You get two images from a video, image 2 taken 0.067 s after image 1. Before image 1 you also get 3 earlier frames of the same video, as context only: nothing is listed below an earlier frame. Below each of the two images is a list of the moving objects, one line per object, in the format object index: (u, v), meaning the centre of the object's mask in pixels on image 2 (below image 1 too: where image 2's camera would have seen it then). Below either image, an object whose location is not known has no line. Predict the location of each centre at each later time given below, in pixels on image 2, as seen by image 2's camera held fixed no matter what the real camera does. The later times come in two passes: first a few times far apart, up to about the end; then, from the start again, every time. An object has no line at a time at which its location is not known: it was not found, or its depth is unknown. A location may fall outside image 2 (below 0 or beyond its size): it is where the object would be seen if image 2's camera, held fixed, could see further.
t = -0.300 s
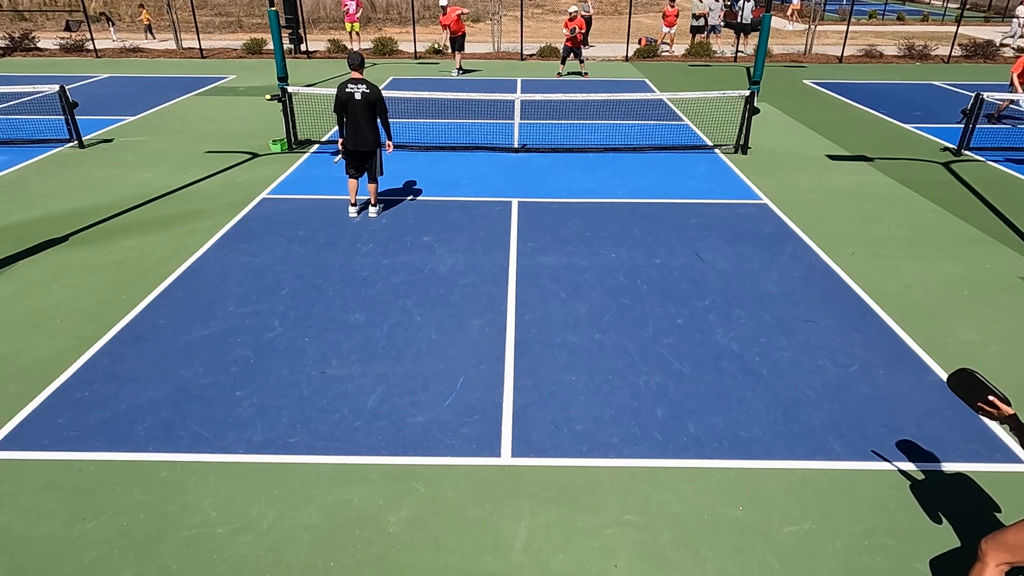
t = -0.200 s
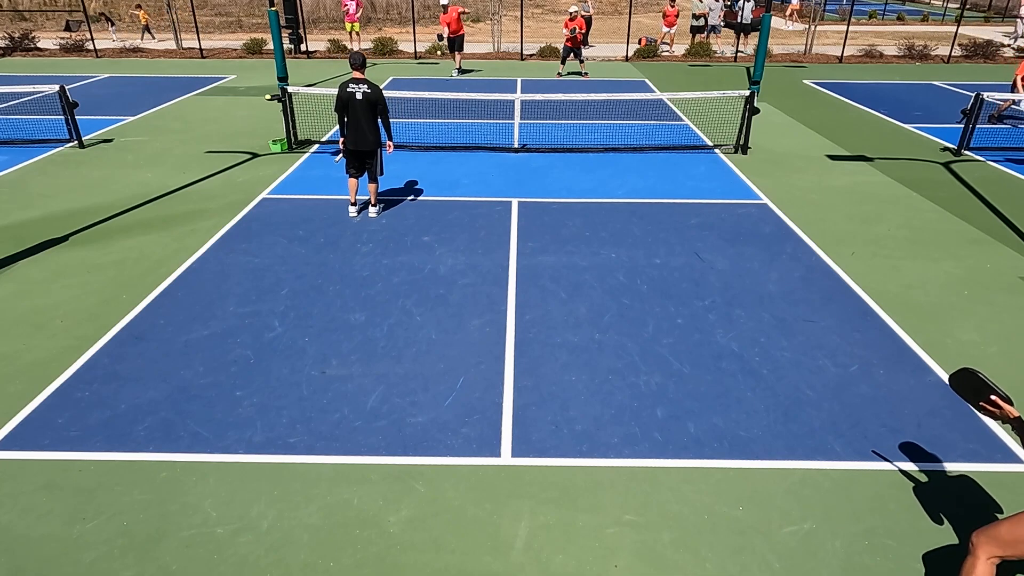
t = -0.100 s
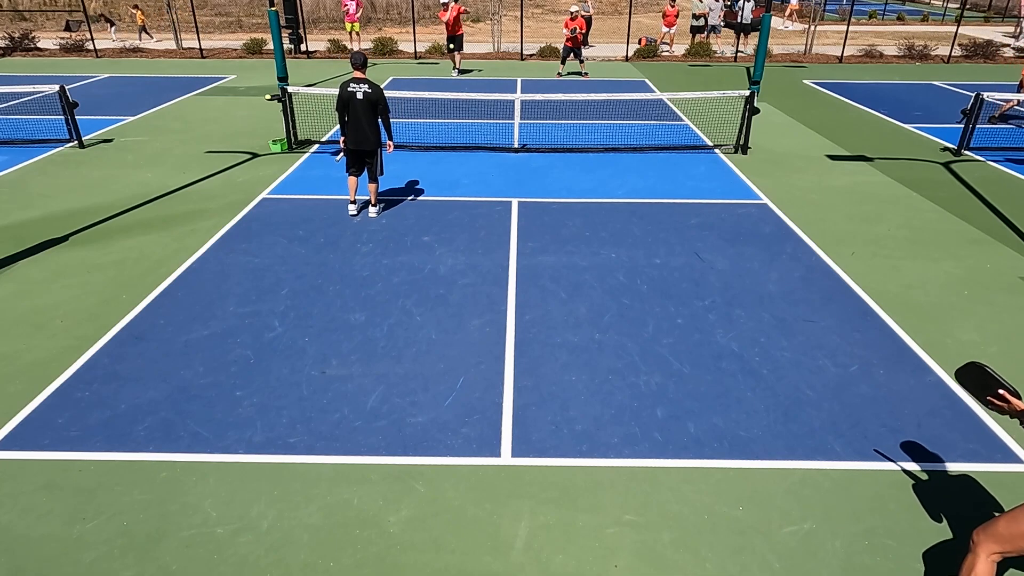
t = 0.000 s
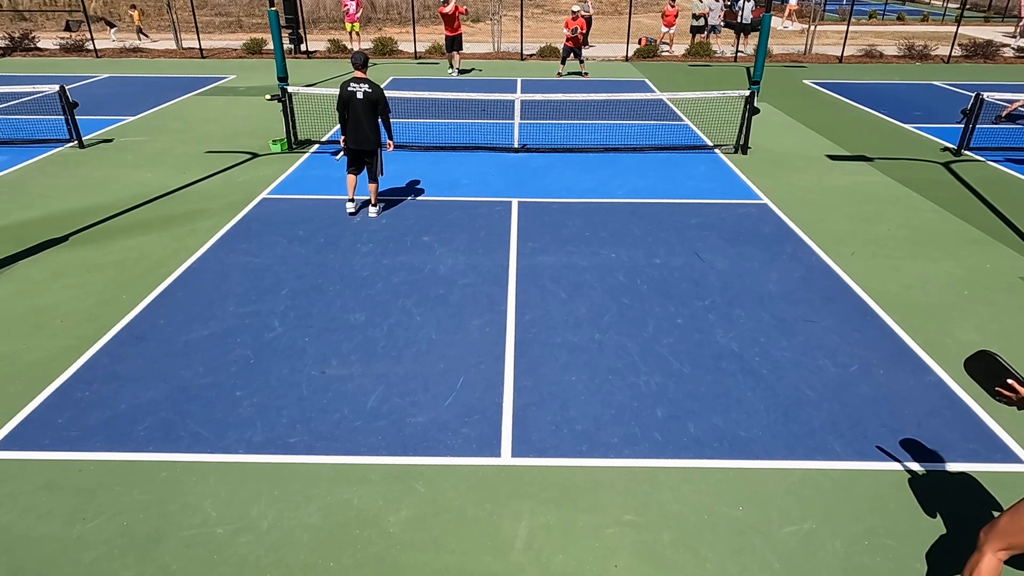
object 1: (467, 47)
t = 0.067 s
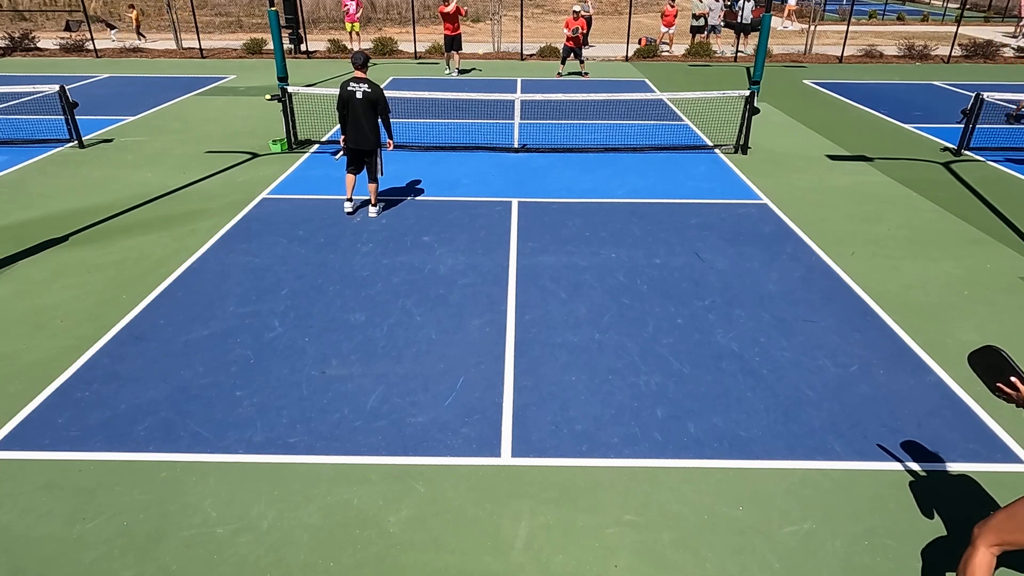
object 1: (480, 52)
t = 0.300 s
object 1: (546, 117)
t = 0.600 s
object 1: (694, 323)
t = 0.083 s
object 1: (484, 54)
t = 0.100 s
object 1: (488, 56)
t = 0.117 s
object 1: (492, 58)
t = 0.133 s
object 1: (496, 61)
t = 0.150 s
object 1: (501, 65)
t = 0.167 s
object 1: (505, 69)
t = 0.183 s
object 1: (509, 73)
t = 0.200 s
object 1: (515, 78)
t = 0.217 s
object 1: (519, 83)
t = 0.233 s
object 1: (524, 89)
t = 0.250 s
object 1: (529, 94)
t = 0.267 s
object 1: (535, 102)
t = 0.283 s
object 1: (541, 109)
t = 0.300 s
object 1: (546, 117)
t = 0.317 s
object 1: (553, 125)
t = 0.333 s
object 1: (559, 134)
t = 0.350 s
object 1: (565, 144)
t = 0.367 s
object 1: (572, 154)
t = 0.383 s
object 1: (579, 165)
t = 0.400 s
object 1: (586, 177)
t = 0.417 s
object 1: (594, 190)
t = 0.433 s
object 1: (602, 204)
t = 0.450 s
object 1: (610, 218)
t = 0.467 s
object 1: (618, 233)
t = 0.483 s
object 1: (627, 249)
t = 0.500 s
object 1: (636, 267)
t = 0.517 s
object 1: (646, 284)
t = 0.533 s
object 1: (656, 304)
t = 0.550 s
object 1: (665, 321)
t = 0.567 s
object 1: (674, 323)
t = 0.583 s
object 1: (684, 323)
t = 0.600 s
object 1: (694, 323)
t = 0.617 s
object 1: (704, 325)
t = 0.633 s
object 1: (715, 327)
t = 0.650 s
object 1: (727, 330)
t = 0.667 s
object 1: (739, 333)
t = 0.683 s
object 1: (752, 337)
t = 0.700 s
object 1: (765, 342)
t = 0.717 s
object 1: (779, 348)
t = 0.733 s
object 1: (794, 354)
